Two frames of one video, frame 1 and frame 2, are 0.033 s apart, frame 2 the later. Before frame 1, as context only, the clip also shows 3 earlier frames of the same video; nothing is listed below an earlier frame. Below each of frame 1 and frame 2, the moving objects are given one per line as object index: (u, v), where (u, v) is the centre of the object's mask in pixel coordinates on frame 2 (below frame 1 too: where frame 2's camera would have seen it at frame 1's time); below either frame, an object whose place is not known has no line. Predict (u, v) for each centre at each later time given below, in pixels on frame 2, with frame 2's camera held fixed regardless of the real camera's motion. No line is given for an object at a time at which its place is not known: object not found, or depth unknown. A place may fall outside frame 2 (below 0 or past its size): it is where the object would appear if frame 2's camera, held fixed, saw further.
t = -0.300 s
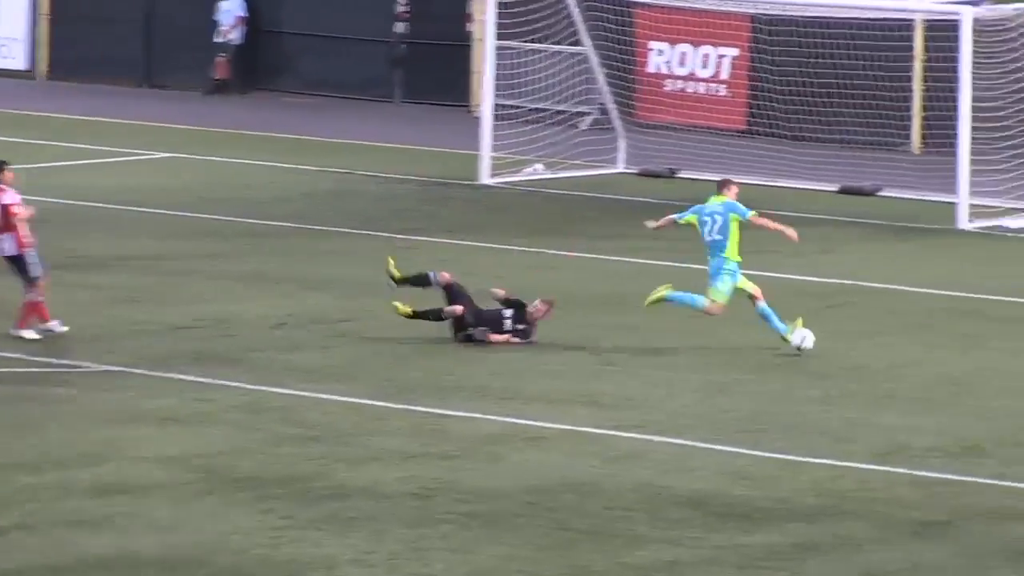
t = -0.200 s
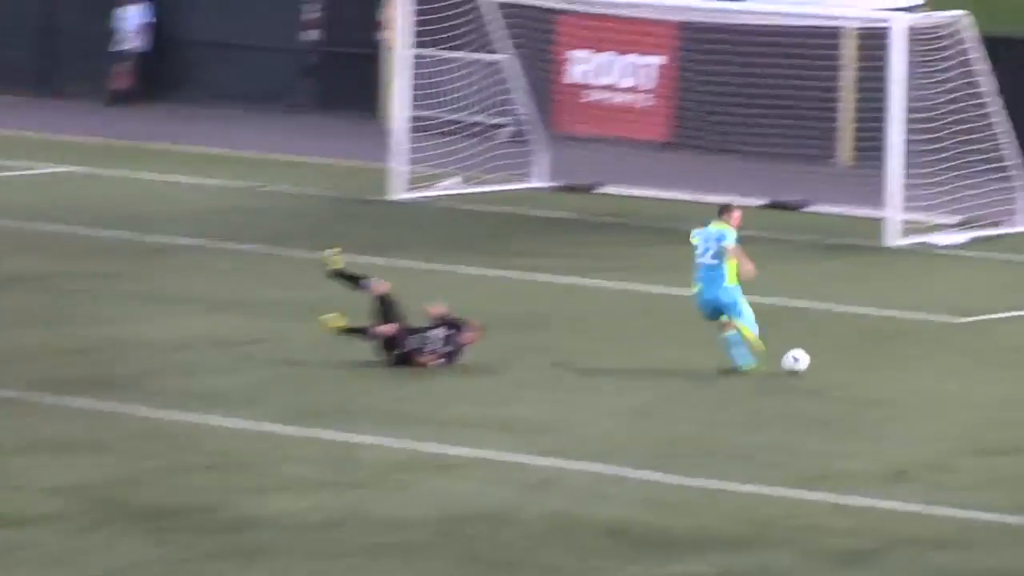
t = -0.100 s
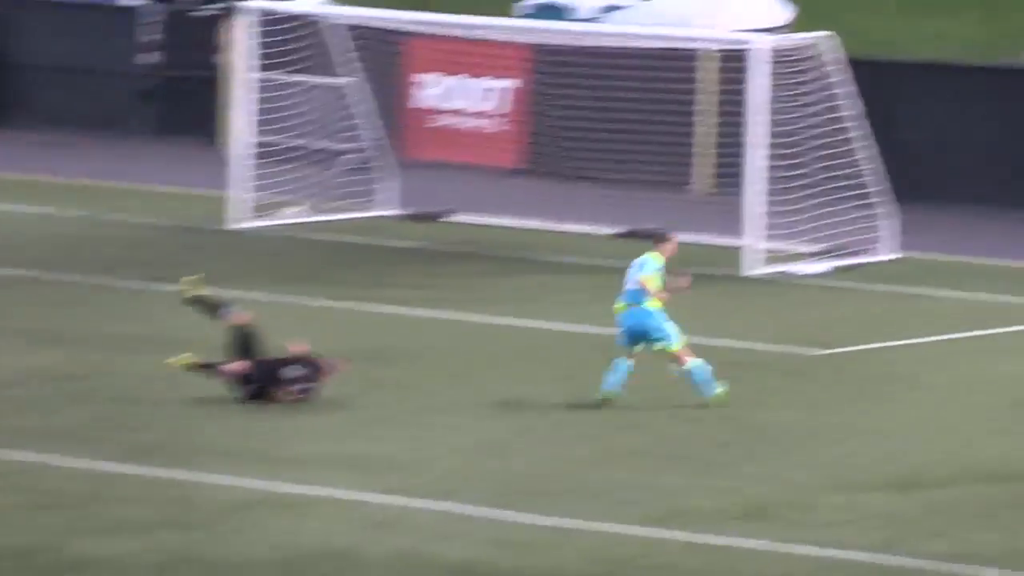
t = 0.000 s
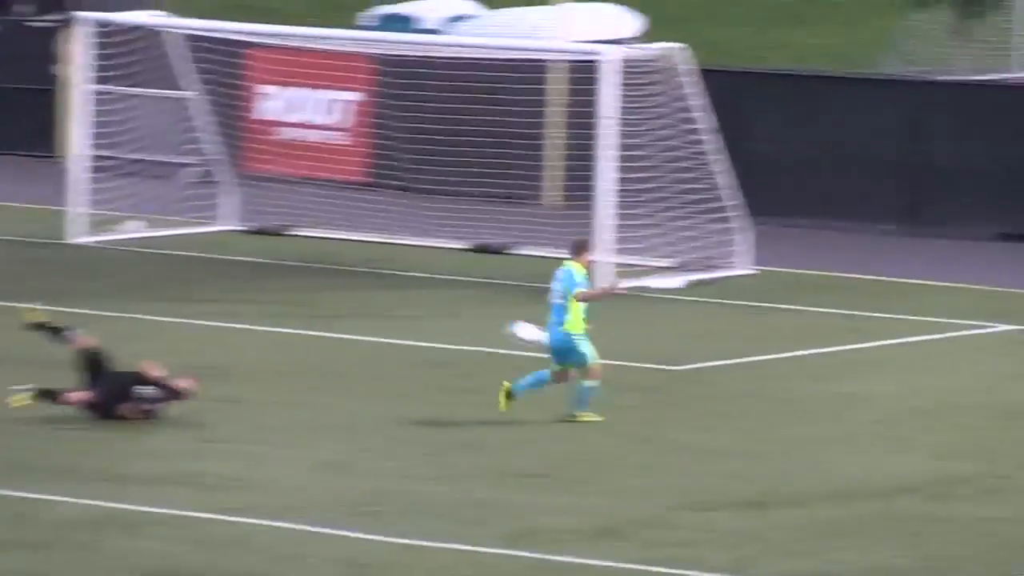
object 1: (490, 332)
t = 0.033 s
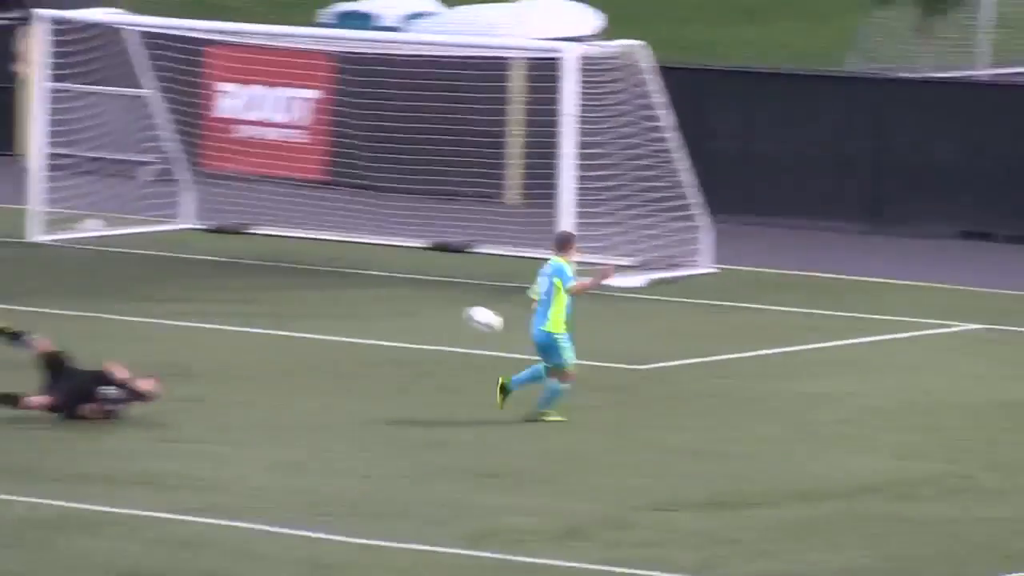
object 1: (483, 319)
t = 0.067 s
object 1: (477, 306)
